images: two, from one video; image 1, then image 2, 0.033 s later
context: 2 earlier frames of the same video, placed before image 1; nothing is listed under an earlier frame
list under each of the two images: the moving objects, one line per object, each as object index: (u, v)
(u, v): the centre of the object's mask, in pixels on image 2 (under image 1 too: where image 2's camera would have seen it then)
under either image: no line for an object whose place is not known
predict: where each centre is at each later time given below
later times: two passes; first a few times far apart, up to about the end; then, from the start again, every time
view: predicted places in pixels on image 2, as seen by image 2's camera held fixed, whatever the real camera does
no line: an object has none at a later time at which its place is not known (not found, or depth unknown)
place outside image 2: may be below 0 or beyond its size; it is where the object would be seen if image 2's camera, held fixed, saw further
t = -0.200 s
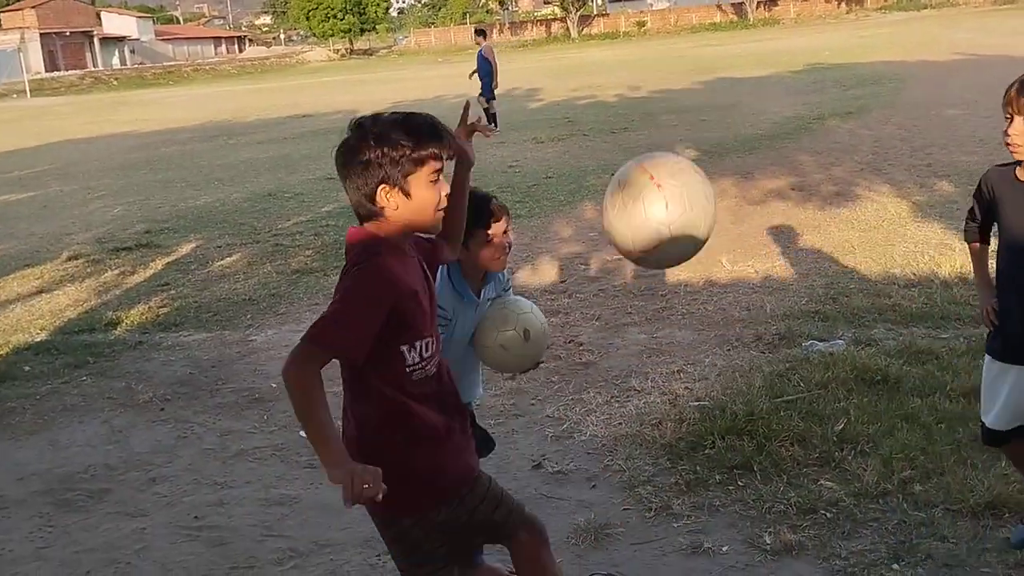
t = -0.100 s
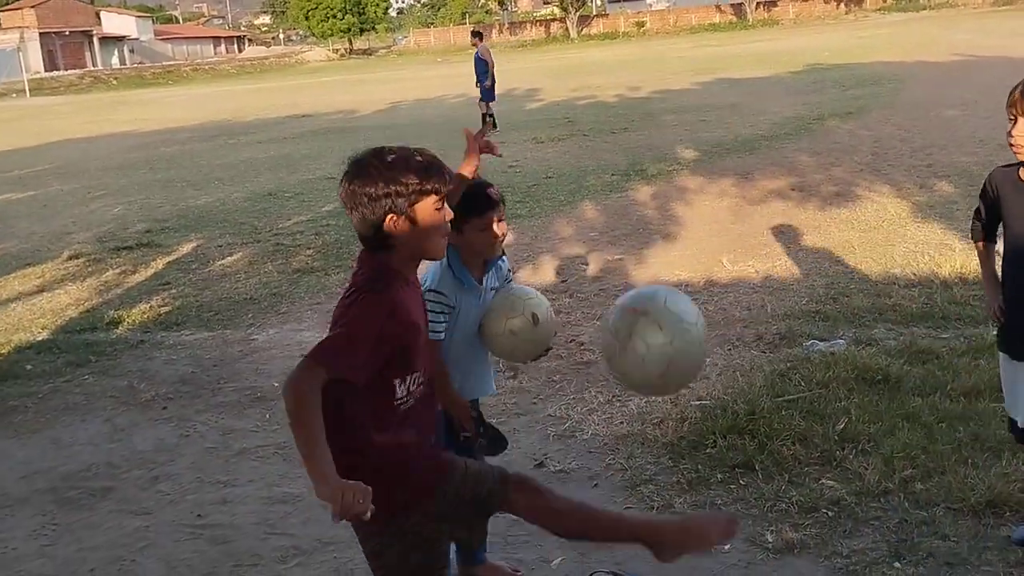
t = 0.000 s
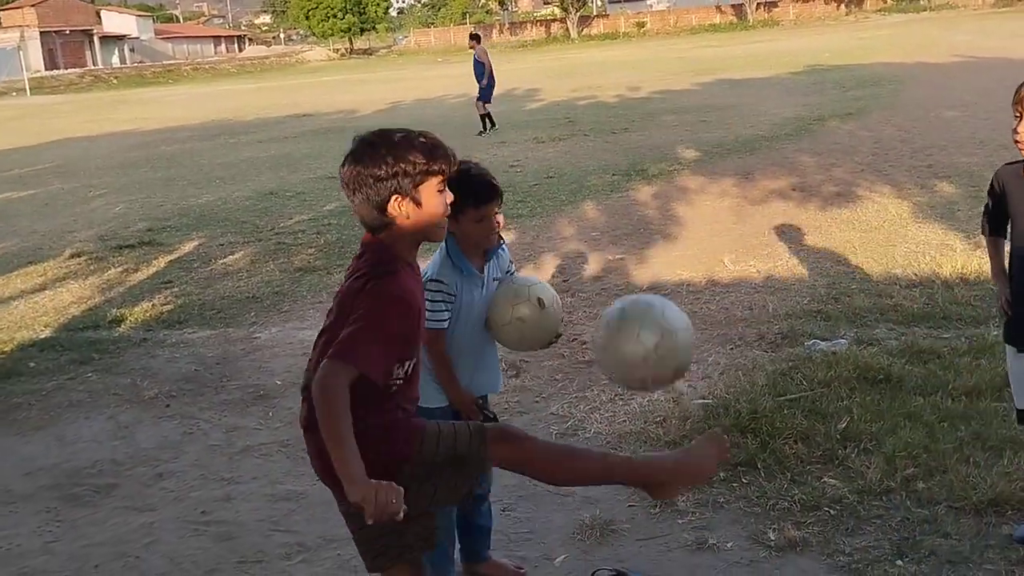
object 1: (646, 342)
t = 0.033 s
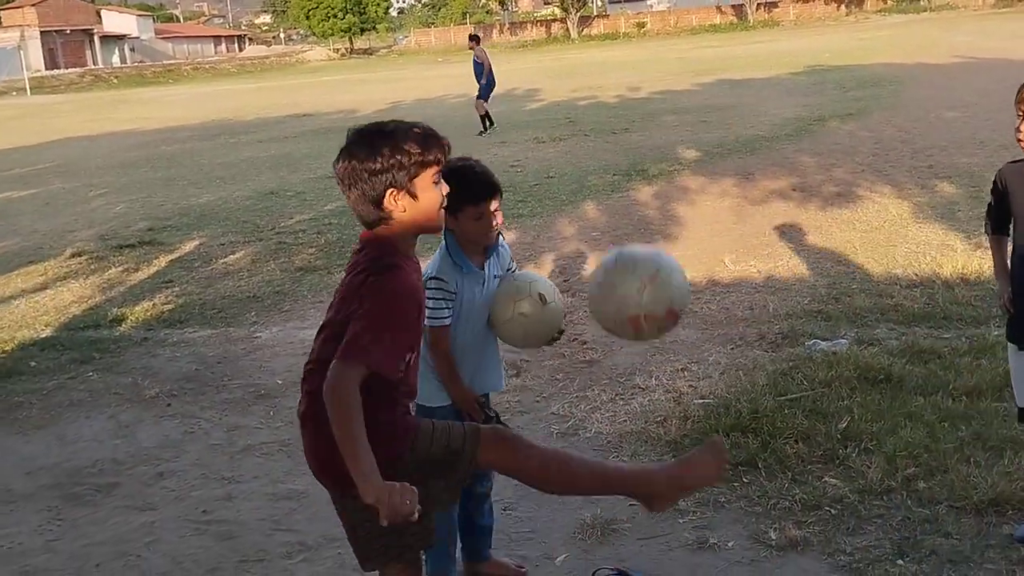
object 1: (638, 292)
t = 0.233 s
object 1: (604, 93)
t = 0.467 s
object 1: (582, 76)
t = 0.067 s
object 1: (631, 247)
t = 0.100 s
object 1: (625, 207)
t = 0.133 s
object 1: (621, 171)
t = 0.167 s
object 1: (613, 142)
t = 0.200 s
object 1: (609, 115)
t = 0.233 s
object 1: (604, 93)
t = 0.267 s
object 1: (601, 77)
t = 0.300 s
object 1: (596, 65)
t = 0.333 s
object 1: (593, 58)
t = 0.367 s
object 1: (590, 55)
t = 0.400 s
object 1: (587, 57)
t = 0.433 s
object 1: (584, 64)
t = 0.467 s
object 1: (582, 76)
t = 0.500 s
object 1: (580, 91)
